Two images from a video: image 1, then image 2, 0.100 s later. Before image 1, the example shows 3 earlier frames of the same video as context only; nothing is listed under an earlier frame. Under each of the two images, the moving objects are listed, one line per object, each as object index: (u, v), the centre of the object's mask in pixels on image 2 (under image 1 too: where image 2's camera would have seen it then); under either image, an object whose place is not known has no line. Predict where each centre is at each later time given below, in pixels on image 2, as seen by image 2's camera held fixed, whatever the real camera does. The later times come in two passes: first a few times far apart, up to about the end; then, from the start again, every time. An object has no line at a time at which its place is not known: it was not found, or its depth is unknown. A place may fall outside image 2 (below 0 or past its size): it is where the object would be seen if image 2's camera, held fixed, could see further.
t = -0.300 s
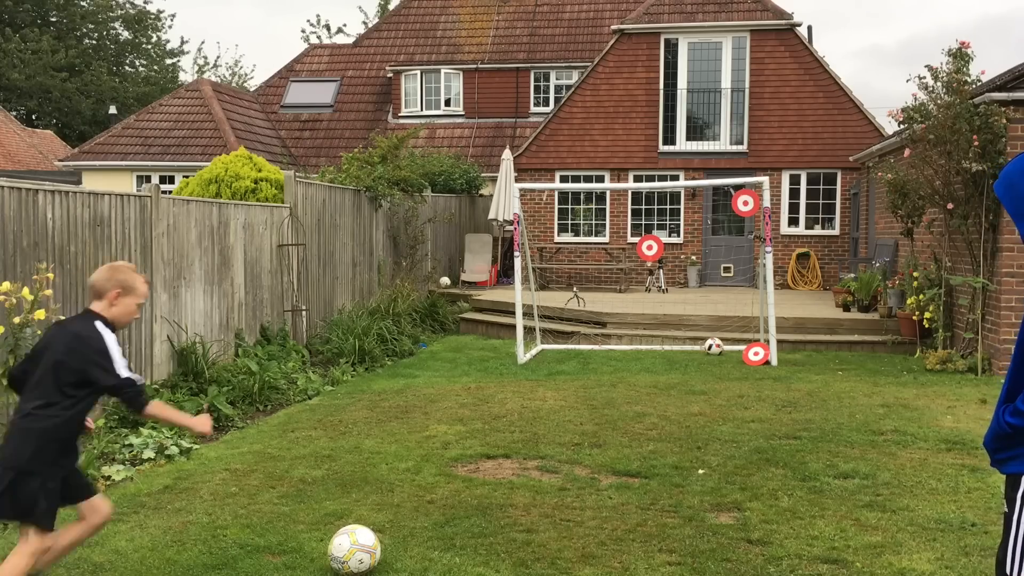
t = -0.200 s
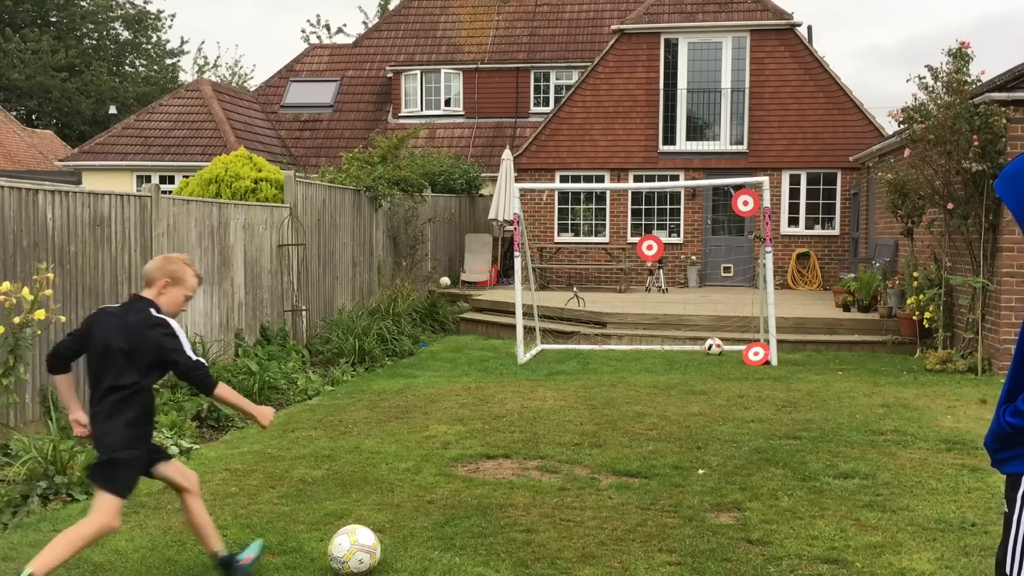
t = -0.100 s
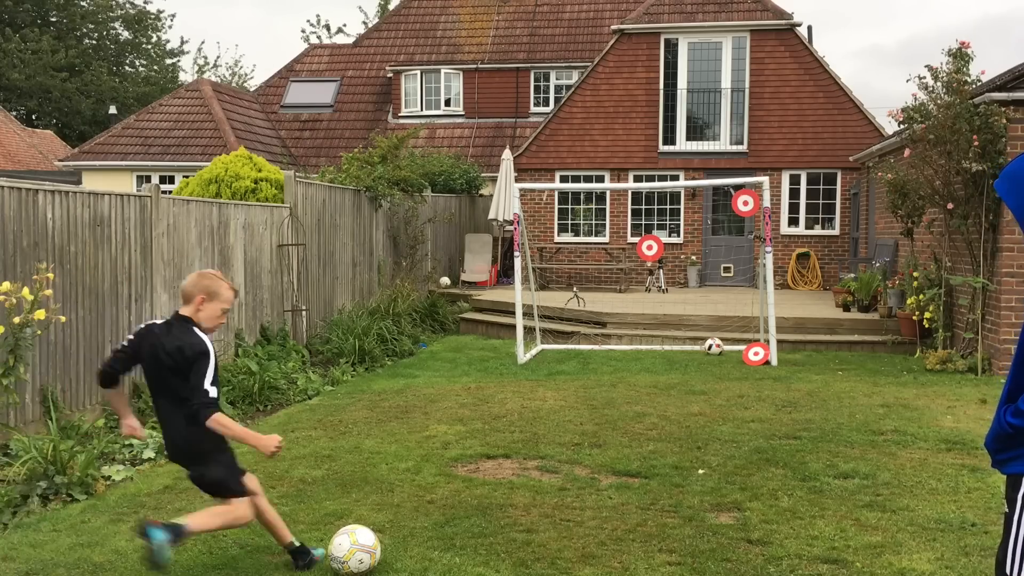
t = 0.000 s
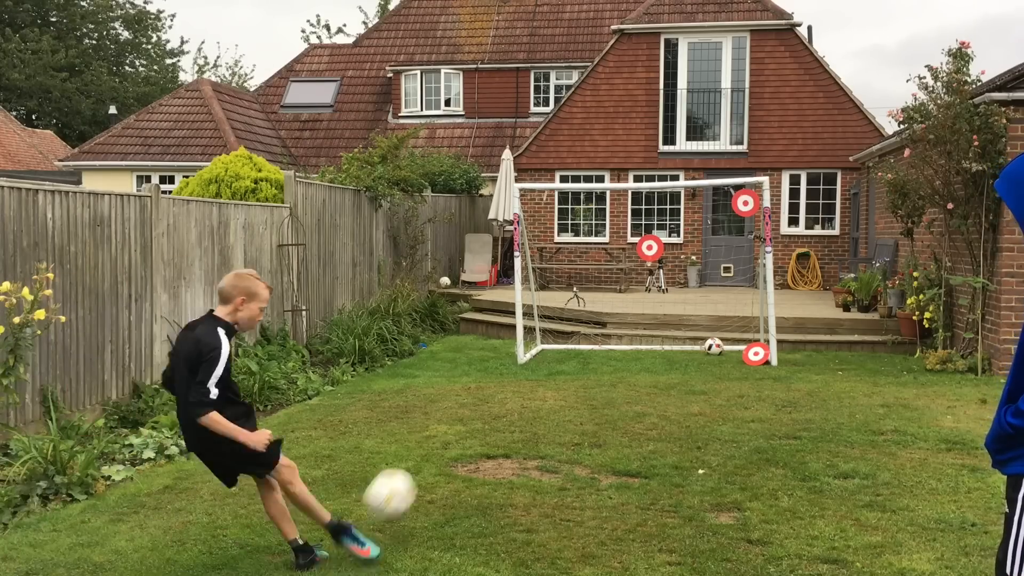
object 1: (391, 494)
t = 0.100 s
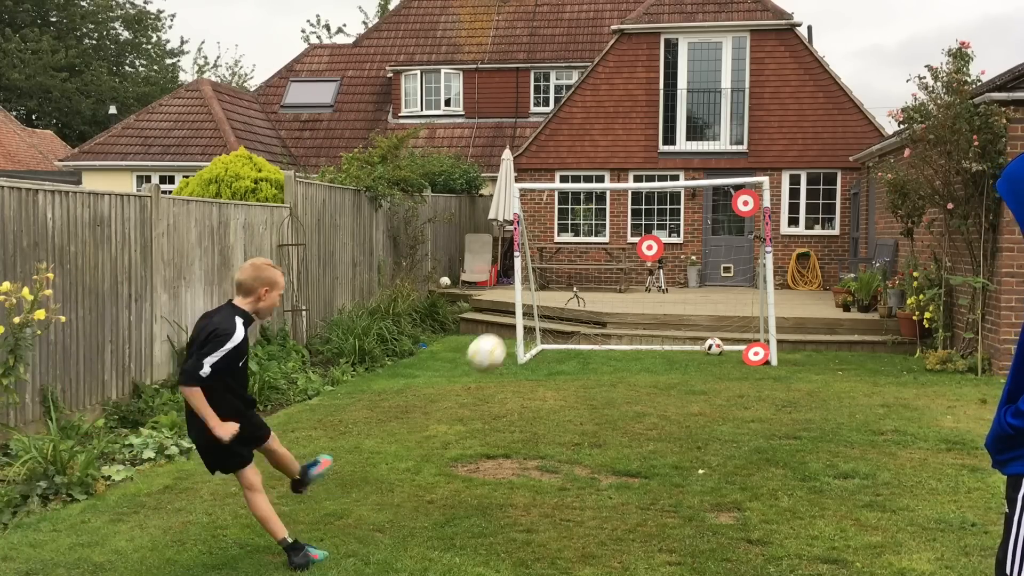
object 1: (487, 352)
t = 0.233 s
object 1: (561, 262)
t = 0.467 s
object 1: (638, 222)
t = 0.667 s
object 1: (635, 224)
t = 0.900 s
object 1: (618, 310)
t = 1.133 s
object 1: (602, 307)
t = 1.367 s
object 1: (586, 296)
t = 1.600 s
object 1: (570, 332)
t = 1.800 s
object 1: (551, 337)
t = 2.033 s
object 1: (531, 348)
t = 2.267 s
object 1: (546, 352)
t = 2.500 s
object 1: (554, 352)
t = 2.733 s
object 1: (559, 352)
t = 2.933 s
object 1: (561, 353)
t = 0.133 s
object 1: (509, 322)
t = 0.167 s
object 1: (529, 298)
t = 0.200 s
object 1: (546, 278)
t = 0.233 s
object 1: (561, 262)
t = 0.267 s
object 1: (574, 251)
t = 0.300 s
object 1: (586, 241)
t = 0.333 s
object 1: (598, 234)
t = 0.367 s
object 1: (609, 229)
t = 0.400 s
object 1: (619, 224)
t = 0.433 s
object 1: (629, 222)
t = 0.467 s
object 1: (638, 222)
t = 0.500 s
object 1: (646, 221)
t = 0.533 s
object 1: (645, 215)
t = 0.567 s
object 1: (642, 209)
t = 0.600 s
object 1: (640, 210)
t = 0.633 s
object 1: (637, 215)
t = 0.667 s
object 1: (635, 224)
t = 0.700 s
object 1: (632, 233)
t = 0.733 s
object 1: (630, 244)
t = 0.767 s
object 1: (627, 256)
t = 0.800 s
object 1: (625, 268)
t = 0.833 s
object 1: (623, 282)
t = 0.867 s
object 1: (621, 296)
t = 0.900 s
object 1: (618, 310)
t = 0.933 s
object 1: (616, 326)
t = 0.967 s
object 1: (614, 342)
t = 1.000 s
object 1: (611, 337)
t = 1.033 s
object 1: (609, 328)
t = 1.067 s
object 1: (607, 320)
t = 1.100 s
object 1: (604, 313)
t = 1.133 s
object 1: (602, 307)
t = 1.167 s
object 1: (600, 303)
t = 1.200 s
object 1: (598, 299)
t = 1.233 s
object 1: (595, 296)
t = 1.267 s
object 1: (593, 295)
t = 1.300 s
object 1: (591, 294)
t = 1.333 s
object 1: (588, 294)
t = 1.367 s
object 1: (586, 296)
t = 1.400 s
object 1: (584, 298)
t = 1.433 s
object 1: (581, 301)
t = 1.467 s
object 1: (579, 304)
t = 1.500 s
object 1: (576, 310)
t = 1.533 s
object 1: (574, 317)
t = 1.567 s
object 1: (572, 324)
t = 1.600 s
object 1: (570, 332)
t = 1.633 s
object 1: (567, 341)
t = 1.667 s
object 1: (564, 351)
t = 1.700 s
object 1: (561, 347)
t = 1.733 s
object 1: (558, 343)
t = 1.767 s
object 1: (554, 340)
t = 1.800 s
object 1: (551, 337)
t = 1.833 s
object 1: (547, 336)
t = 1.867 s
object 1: (544, 336)
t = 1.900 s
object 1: (540, 336)
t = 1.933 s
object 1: (537, 338)
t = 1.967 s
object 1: (533, 341)
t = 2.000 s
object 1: (531, 345)
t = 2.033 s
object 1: (531, 348)
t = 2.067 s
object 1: (532, 351)
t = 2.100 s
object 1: (534, 352)
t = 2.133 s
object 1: (538, 353)
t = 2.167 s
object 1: (541, 353)
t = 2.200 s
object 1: (543, 352)
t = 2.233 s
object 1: (544, 352)
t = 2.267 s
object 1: (546, 352)
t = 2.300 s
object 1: (547, 352)
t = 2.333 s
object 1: (549, 352)
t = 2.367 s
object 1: (550, 352)
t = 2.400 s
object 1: (551, 351)
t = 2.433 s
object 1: (552, 352)
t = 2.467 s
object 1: (553, 352)
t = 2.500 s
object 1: (554, 352)
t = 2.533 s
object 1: (555, 352)
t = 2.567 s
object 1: (556, 352)
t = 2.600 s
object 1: (557, 352)
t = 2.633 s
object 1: (557, 352)
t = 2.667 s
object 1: (558, 352)
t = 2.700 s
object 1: (559, 352)
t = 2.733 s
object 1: (559, 352)
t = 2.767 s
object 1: (560, 353)
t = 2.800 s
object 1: (560, 353)
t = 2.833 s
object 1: (561, 353)
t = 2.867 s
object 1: (561, 353)
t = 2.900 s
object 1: (561, 353)
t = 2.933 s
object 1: (561, 353)
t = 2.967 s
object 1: (561, 353)
